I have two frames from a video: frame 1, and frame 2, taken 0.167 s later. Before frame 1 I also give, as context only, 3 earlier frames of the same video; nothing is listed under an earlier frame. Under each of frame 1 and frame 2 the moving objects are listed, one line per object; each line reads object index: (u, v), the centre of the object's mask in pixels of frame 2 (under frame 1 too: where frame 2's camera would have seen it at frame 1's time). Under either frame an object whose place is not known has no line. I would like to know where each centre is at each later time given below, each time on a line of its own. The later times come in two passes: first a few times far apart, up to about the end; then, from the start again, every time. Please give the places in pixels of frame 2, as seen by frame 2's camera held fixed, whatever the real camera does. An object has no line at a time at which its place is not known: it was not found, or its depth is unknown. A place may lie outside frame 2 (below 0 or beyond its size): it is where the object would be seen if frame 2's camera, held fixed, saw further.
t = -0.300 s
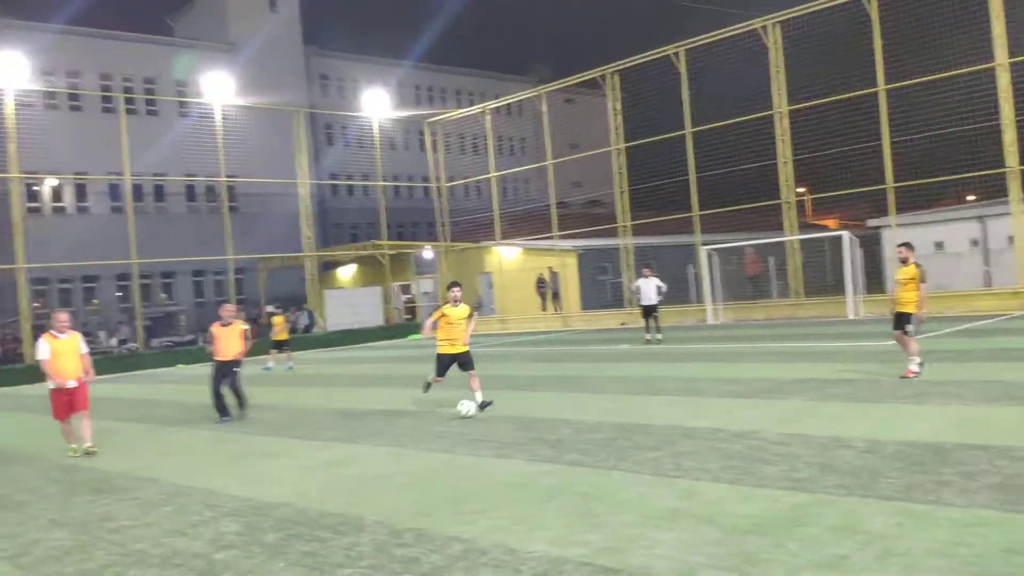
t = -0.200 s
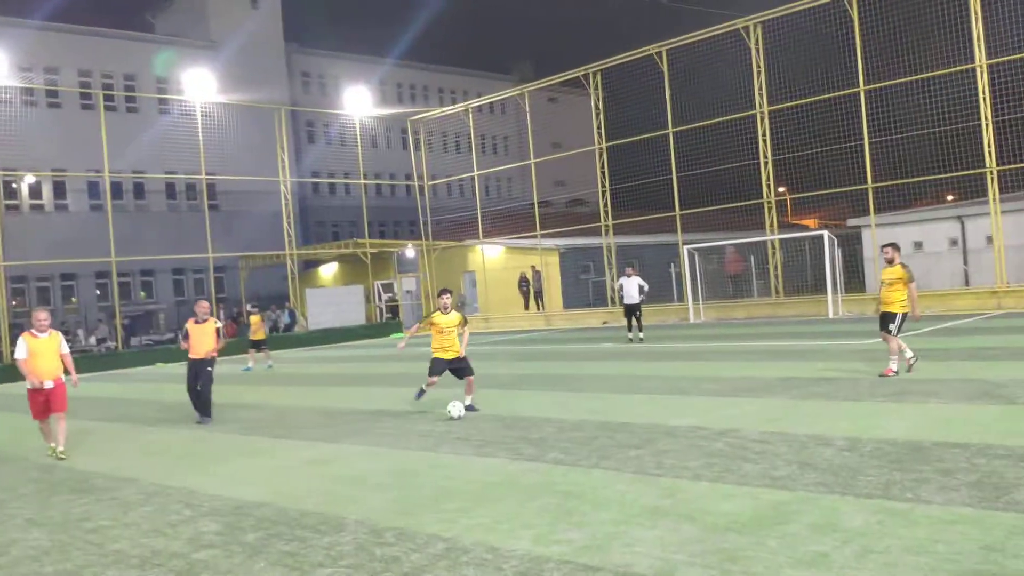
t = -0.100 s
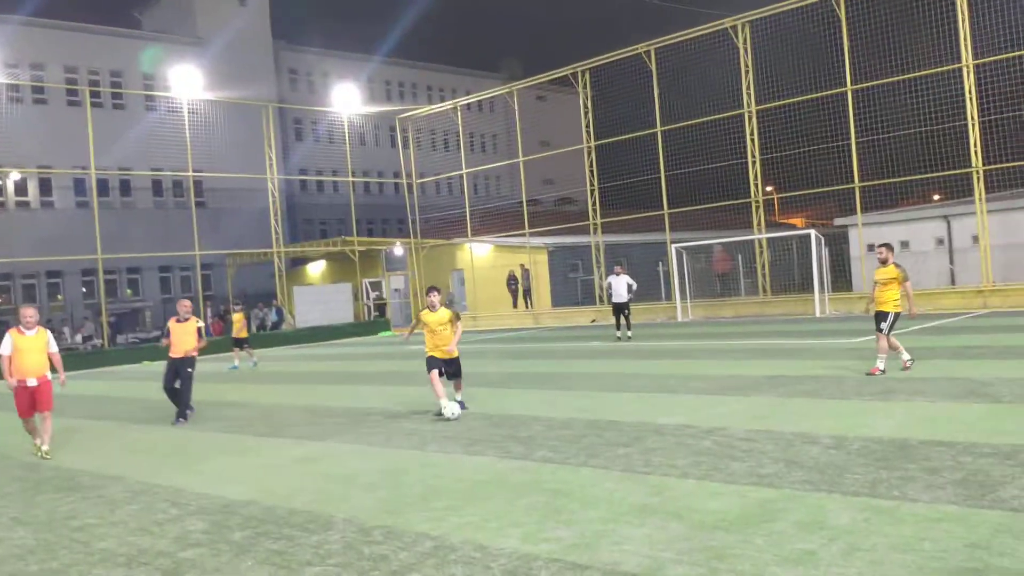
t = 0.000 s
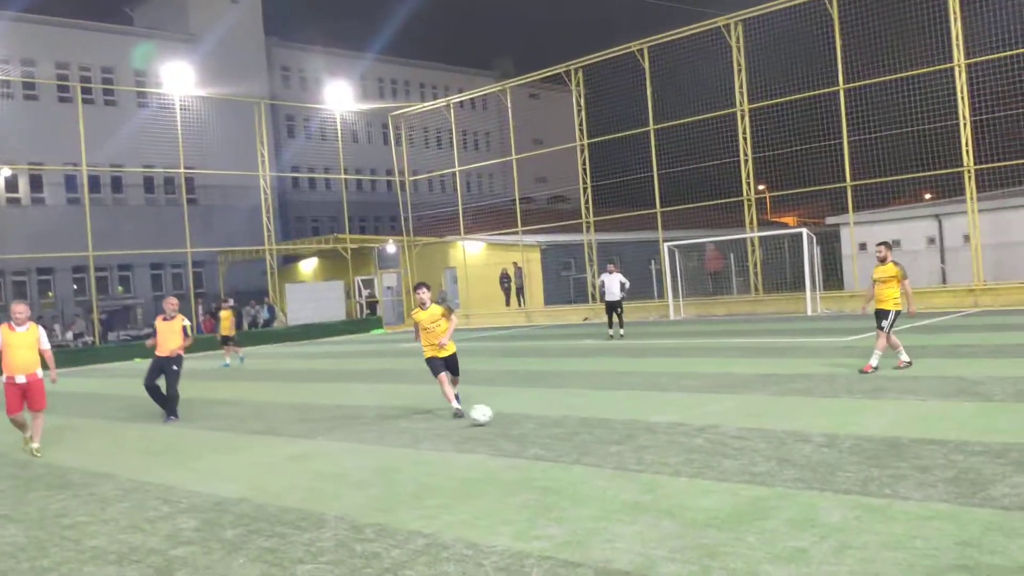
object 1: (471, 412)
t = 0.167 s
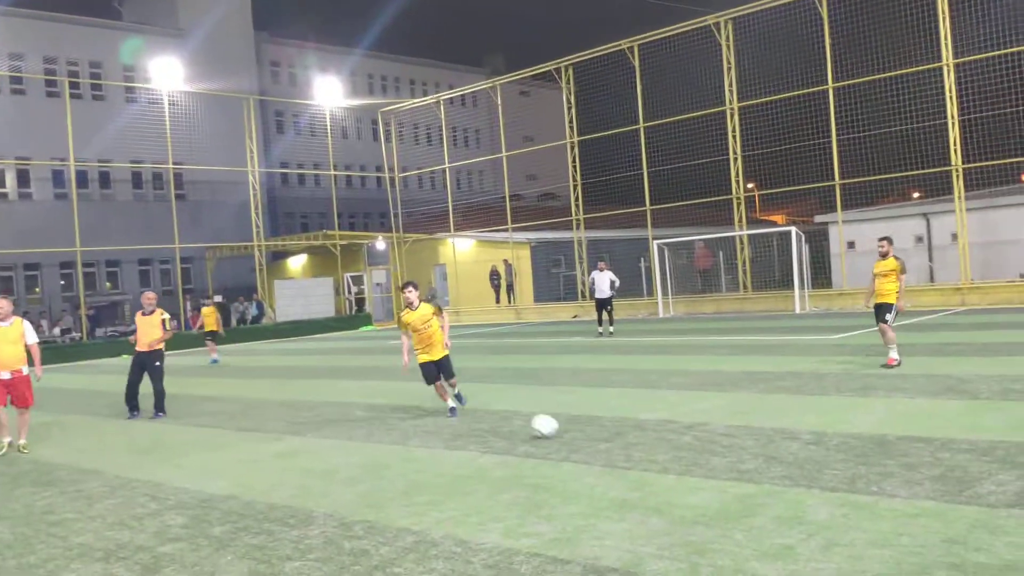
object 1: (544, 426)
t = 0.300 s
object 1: (611, 438)
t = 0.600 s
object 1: (791, 474)
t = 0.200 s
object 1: (560, 428)
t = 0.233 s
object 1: (576, 432)
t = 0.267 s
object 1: (592, 435)
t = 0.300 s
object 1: (611, 438)
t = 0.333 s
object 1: (629, 443)
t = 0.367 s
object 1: (646, 447)
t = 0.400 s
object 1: (665, 450)
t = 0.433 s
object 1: (685, 453)
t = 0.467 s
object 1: (705, 459)
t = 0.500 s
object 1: (724, 463)
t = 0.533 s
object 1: (746, 465)
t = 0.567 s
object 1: (768, 468)
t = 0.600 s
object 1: (791, 474)
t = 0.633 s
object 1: (816, 479)
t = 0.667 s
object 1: (841, 481)
